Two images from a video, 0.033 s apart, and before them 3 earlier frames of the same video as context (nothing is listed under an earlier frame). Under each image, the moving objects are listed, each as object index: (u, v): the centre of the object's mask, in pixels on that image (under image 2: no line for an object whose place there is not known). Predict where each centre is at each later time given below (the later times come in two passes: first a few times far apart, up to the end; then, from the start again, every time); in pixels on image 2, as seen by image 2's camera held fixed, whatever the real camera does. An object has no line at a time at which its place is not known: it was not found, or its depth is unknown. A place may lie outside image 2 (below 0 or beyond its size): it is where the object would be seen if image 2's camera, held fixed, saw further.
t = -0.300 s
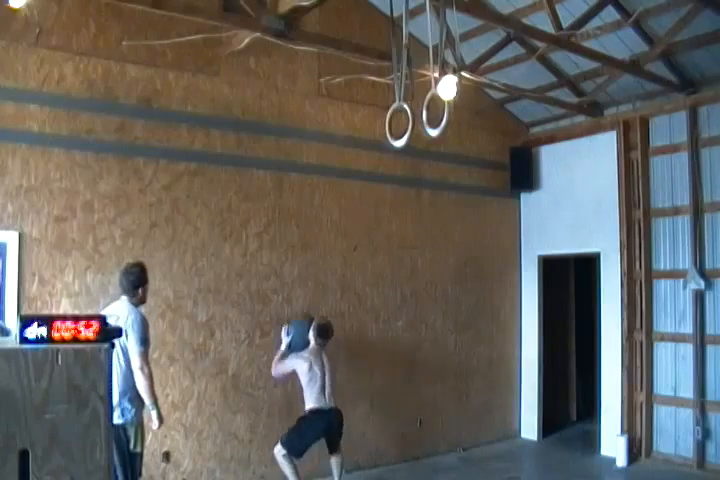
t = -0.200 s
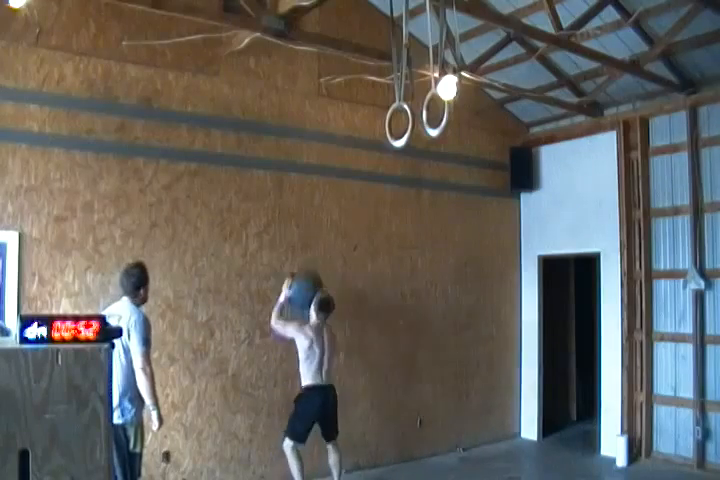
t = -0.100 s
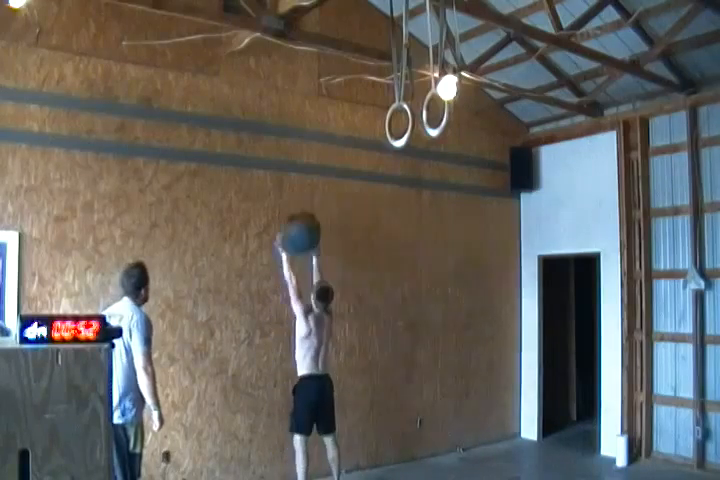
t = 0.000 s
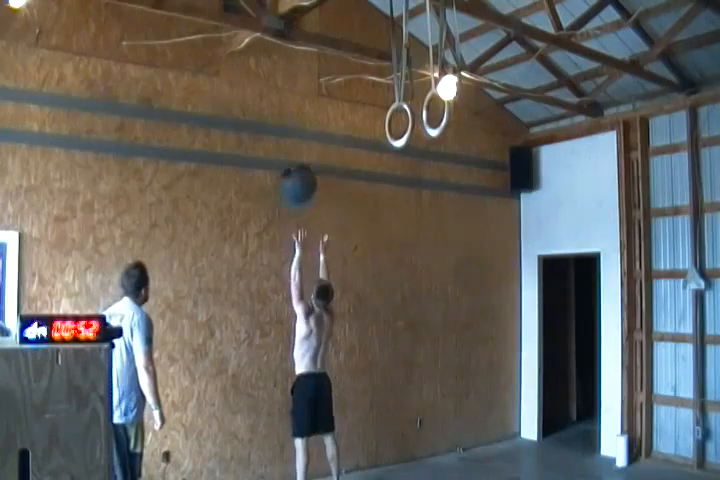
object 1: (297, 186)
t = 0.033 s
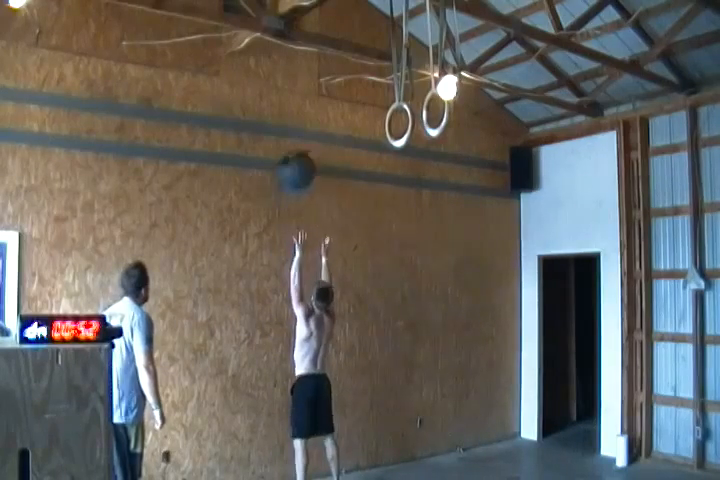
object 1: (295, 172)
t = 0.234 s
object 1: (289, 121)
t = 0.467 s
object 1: (291, 121)
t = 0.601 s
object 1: (294, 150)
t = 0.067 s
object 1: (294, 161)
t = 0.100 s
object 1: (293, 149)
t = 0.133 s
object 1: (292, 140)
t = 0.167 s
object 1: (291, 132)
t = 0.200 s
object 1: (290, 125)
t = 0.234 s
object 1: (289, 121)
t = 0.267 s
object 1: (289, 117)
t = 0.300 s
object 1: (289, 115)
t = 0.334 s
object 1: (290, 114)
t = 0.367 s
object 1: (290, 114)
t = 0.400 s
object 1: (290, 115)
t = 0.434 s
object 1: (291, 117)
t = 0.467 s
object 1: (291, 121)
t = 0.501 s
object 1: (292, 127)
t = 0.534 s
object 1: (293, 133)
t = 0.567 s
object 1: (294, 141)
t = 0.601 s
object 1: (294, 150)
